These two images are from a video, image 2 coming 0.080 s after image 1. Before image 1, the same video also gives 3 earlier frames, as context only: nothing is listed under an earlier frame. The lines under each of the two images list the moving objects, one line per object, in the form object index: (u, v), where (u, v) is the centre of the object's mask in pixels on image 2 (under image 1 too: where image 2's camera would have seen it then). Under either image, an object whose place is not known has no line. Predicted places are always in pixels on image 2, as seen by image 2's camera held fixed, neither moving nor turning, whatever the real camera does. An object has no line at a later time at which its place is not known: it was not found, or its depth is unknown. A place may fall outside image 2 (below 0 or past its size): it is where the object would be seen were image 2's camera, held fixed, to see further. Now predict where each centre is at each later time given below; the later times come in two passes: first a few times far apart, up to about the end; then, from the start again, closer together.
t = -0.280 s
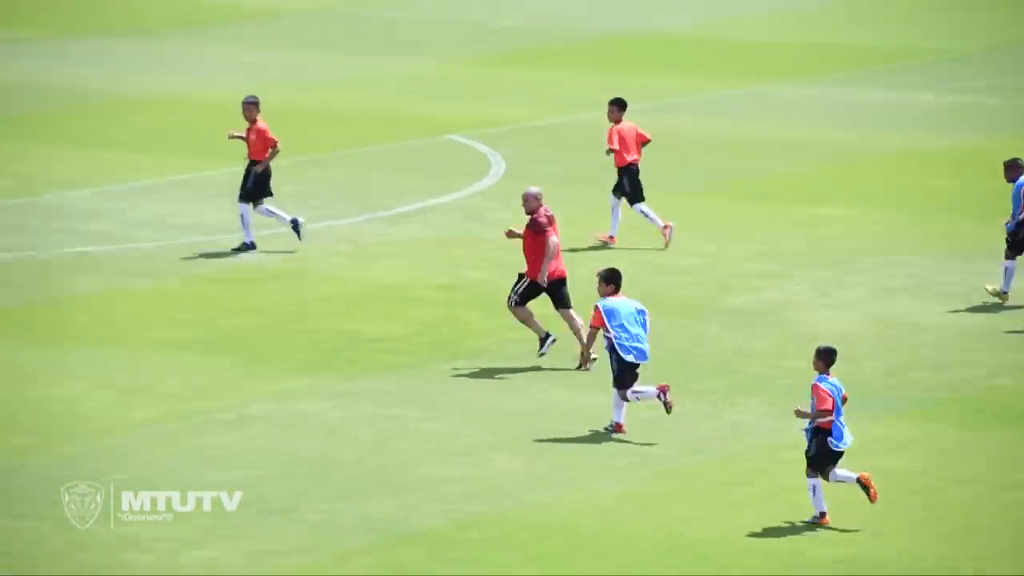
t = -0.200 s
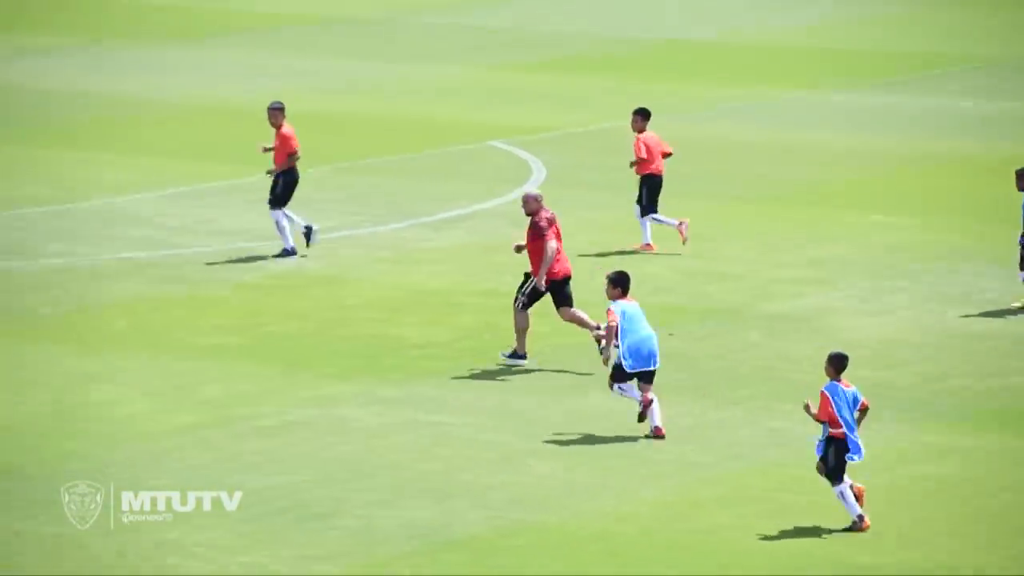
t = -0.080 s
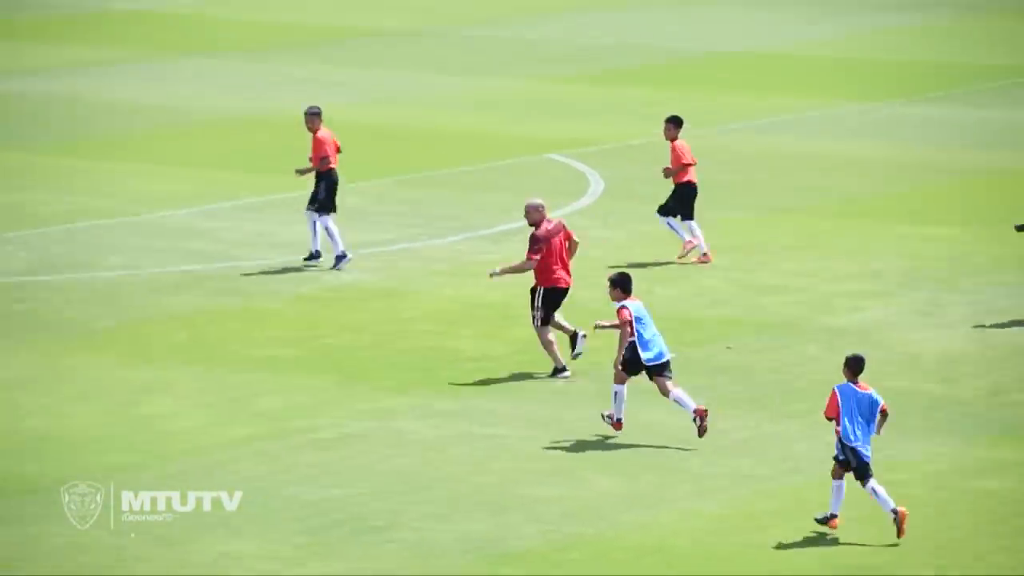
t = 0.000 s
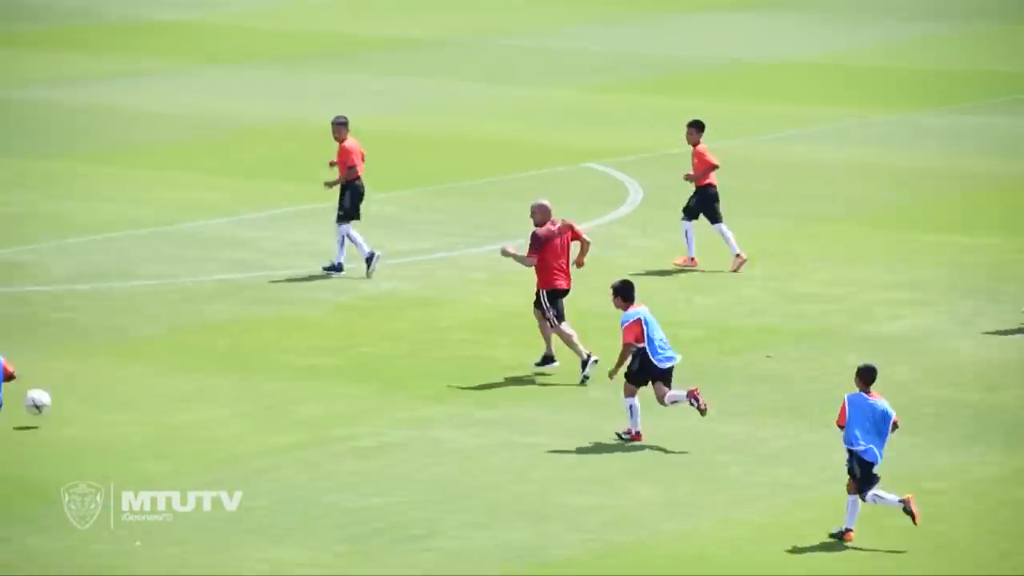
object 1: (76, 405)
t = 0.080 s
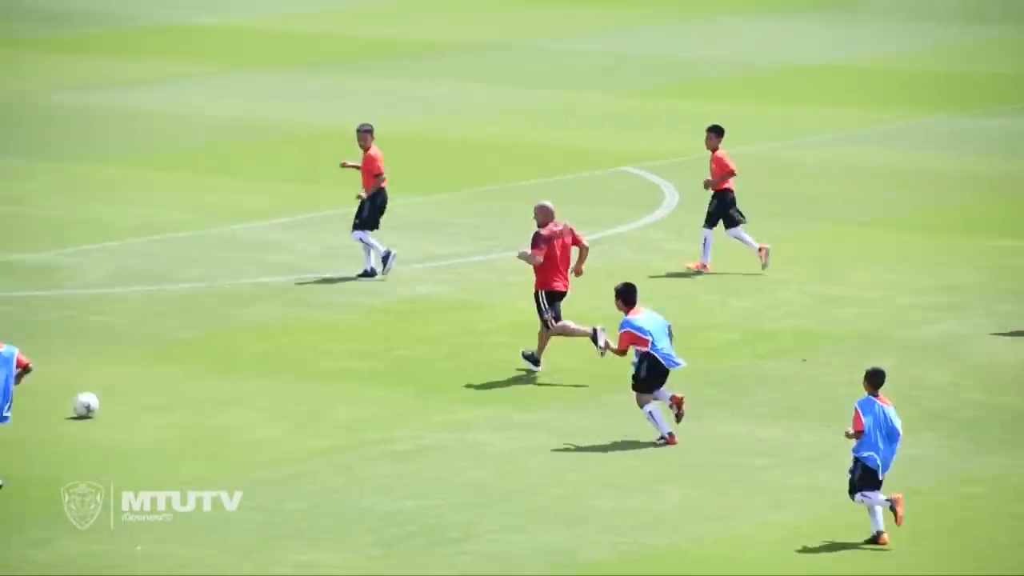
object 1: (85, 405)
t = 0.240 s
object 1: (98, 375)
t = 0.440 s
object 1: (114, 368)
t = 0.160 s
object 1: (93, 387)
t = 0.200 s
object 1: (95, 380)
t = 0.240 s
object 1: (98, 375)
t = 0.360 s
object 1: (110, 372)
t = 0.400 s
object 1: (114, 374)
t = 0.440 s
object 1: (114, 368)
